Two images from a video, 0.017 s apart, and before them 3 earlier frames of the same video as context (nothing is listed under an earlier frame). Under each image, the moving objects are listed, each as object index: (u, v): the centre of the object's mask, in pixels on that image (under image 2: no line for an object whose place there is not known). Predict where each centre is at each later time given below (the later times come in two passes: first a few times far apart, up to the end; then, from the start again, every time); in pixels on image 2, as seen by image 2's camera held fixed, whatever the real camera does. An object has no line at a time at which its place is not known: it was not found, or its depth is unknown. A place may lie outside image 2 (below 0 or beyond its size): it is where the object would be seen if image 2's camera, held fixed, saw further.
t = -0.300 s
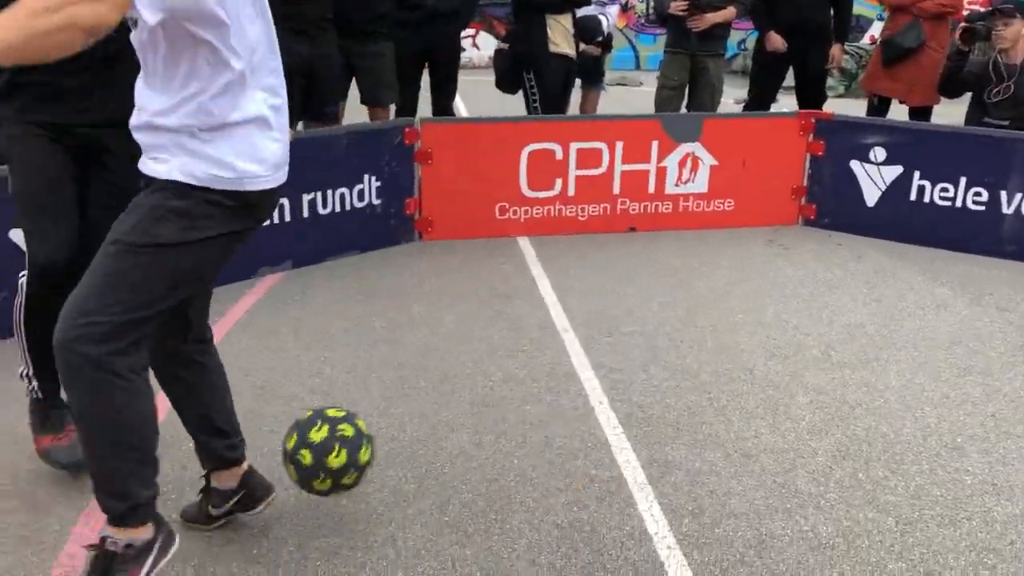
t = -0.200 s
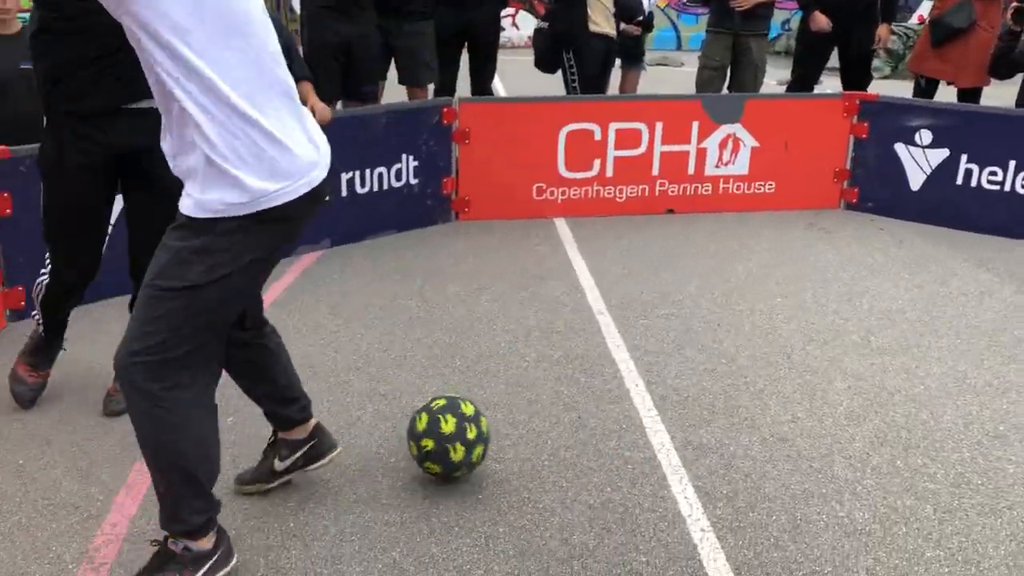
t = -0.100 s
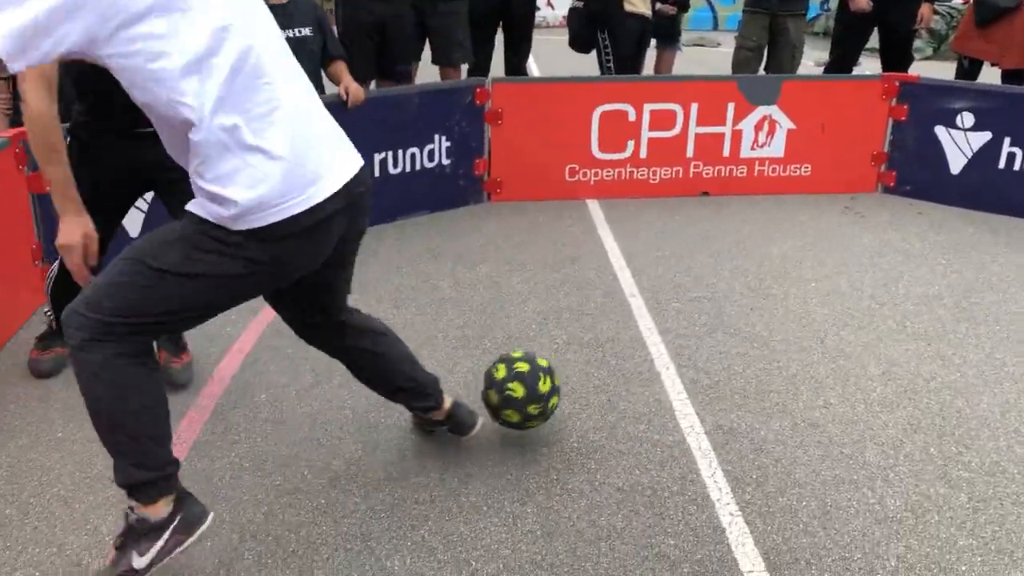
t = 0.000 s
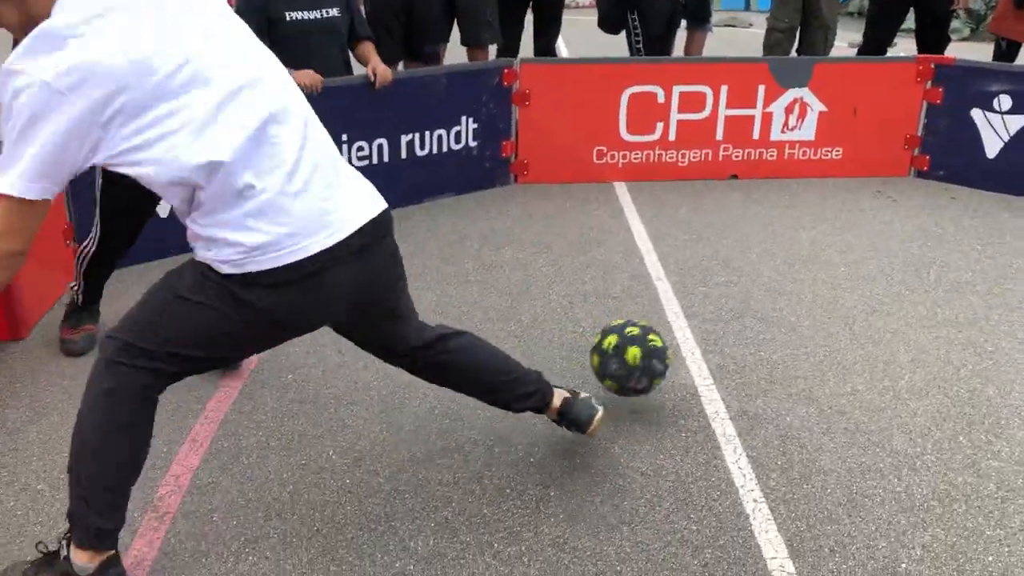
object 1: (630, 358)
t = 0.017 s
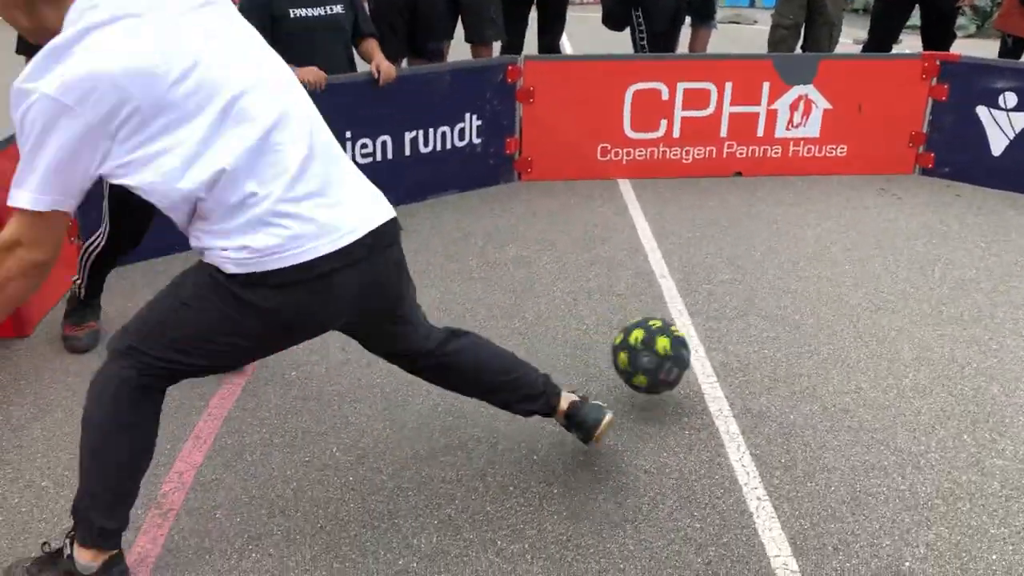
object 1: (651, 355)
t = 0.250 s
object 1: (822, 345)
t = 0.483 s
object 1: (939, 315)
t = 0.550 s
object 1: (968, 310)
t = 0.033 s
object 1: (668, 356)
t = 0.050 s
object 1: (686, 358)
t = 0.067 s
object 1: (703, 360)
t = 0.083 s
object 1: (719, 363)
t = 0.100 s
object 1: (734, 366)
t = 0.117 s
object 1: (745, 360)
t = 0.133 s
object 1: (756, 355)
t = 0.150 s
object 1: (766, 352)
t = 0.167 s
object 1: (776, 349)
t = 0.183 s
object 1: (786, 349)
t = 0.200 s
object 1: (796, 347)
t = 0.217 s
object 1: (804, 348)
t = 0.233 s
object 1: (813, 348)
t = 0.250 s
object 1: (822, 345)
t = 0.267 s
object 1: (831, 342)
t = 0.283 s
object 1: (840, 340)
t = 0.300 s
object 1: (848, 338)
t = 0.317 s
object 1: (857, 336)
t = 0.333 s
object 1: (865, 334)
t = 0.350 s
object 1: (873, 333)
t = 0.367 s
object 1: (883, 331)
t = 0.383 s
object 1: (890, 329)
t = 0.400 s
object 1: (899, 327)
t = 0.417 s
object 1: (907, 325)
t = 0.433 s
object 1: (915, 323)
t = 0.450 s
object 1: (923, 321)
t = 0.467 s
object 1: (931, 318)
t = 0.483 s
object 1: (939, 315)
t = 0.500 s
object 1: (946, 314)
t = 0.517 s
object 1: (953, 313)
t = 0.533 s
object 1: (961, 312)
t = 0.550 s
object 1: (968, 310)
